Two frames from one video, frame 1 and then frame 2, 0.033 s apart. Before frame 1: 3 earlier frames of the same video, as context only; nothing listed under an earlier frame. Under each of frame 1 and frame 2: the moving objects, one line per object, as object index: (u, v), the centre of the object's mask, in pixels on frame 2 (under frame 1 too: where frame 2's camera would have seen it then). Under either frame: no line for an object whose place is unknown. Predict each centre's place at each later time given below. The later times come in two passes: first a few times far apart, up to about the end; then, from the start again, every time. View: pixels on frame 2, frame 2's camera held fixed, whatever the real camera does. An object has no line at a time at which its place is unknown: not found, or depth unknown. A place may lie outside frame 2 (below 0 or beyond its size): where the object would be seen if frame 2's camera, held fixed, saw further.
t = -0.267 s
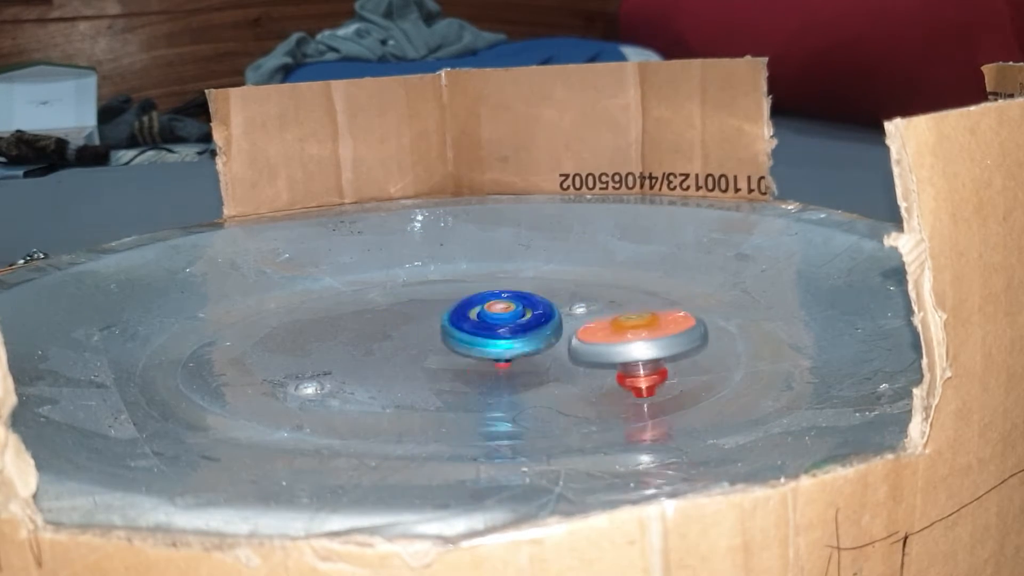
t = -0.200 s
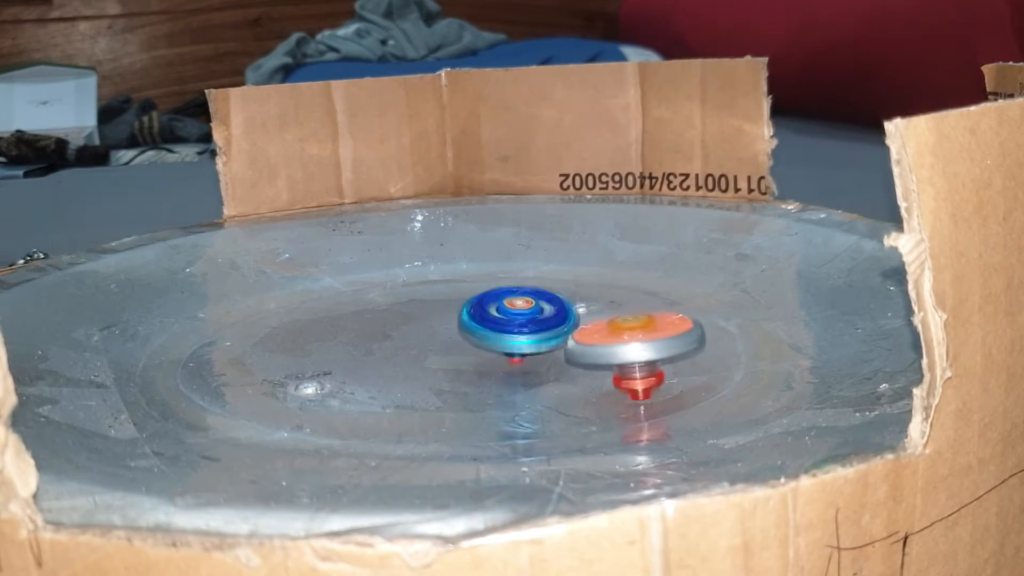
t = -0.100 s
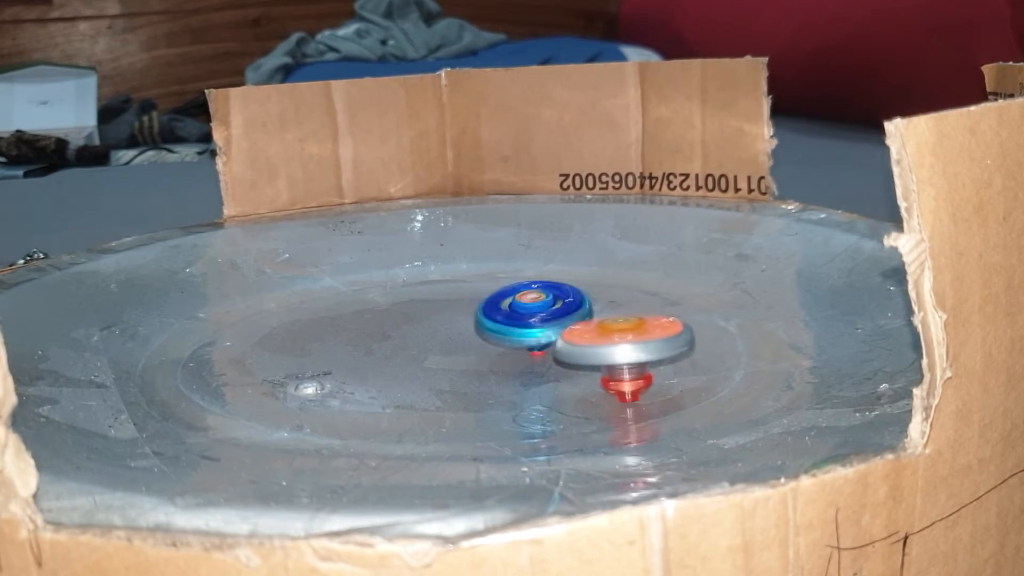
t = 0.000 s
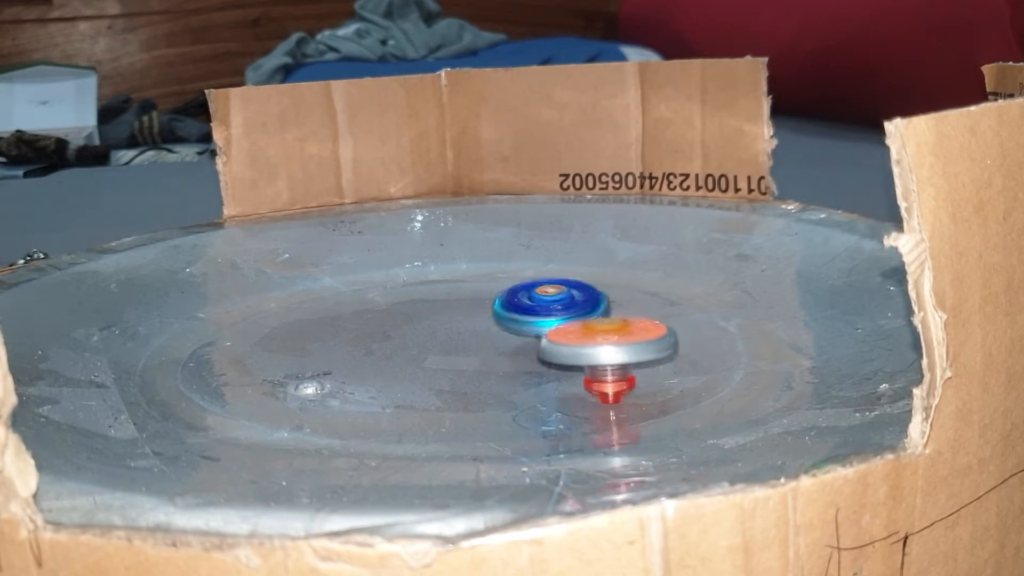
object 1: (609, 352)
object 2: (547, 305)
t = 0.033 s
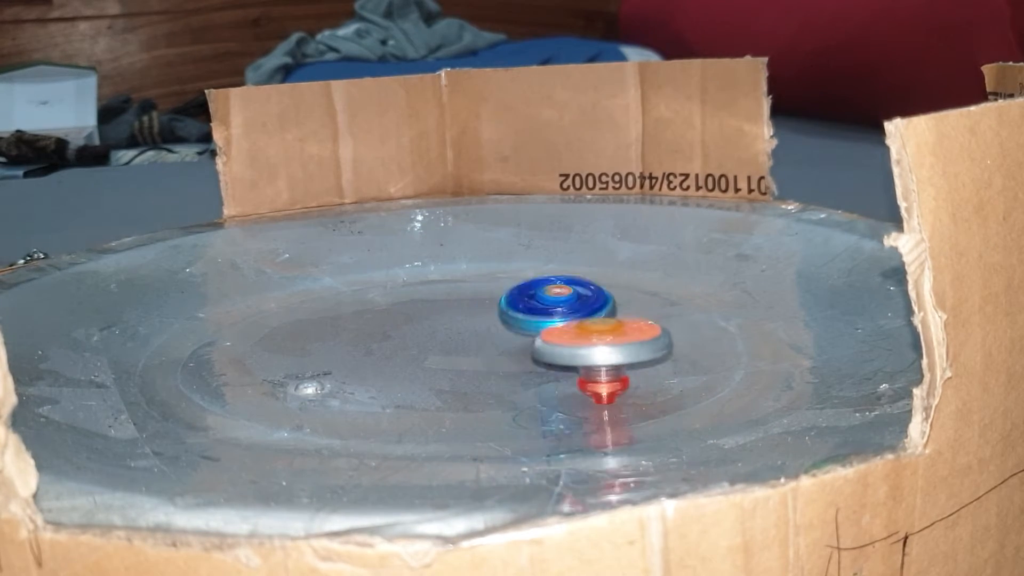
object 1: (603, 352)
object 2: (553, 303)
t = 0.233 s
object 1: (554, 350)
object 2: (595, 303)
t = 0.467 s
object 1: (502, 340)
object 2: (634, 313)
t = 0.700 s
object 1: (473, 326)
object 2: (684, 315)
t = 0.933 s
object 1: (465, 305)
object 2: (683, 318)
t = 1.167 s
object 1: (454, 281)
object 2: (656, 318)
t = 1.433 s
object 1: (489, 258)
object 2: (619, 308)
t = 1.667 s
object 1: (466, 254)
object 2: (613, 302)
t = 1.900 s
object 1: (481, 263)
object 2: (606, 308)
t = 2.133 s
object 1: (538, 262)
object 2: (586, 317)
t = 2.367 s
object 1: (590, 260)
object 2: (548, 321)
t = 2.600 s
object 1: (608, 274)
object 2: (519, 318)
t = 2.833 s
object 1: (640, 294)
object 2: (470, 318)
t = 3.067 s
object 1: (668, 307)
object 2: (456, 305)
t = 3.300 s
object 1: (689, 314)
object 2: (481, 291)
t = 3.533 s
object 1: (693, 321)
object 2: (485, 292)
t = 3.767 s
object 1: (669, 325)
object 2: (465, 295)
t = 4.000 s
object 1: (617, 325)
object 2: (457, 293)
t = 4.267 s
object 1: (540, 321)
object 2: (441, 292)
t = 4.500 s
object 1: (496, 318)
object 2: (413, 288)
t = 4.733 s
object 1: (480, 316)
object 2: (363, 295)
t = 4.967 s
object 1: (474, 308)
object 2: (398, 287)
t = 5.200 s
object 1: (524, 313)
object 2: (412, 289)
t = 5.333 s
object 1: (545, 319)
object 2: (411, 288)
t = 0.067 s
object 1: (596, 352)
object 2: (558, 303)
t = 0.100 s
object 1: (589, 352)
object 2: (565, 302)
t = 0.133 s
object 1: (581, 352)
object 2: (570, 300)
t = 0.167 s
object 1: (572, 351)
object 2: (578, 301)
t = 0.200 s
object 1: (563, 350)
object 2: (586, 300)
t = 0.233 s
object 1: (554, 350)
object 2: (595, 303)
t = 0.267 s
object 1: (546, 349)
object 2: (603, 305)
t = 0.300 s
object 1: (539, 347)
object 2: (609, 308)
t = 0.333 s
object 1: (533, 346)
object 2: (614, 310)
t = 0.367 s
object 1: (527, 345)
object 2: (617, 313)
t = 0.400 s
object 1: (519, 343)
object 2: (625, 313)
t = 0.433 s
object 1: (509, 342)
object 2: (628, 315)
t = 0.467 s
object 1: (502, 340)
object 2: (634, 313)
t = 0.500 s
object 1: (494, 339)
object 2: (644, 314)
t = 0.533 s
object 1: (489, 337)
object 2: (650, 314)
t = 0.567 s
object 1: (485, 335)
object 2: (661, 314)
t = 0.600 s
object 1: (482, 333)
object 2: (669, 314)
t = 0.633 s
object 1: (479, 331)
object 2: (672, 314)
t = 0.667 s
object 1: (476, 328)
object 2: (681, 314)
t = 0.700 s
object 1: (473, 326)
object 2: (684, 315)
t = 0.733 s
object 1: (470, 323)
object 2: (686, 315)
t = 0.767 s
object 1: (470, 321)
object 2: (691, 315)
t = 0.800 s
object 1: (469, 319)
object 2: (688, 316)
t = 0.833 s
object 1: (468, 316)
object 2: (687, 316)
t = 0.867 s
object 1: (468, 313)
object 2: (690, 315)
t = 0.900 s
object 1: (467, 309)
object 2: (685, 317)
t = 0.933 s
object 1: (465, 305)
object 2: (683, 318)
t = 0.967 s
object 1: (463, 302)
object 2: (683, 317)
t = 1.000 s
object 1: (461, 298)
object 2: (674, 319)
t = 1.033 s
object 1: (459, 294)
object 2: (670, 319)
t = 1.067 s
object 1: (457, 291)
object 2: (670, 318)
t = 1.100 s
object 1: (455, 287)
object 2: (661, 318)
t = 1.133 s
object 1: (454, 284)
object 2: (655, 318)
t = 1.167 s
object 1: (454, 281)
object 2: (656, 318)
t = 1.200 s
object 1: (455, 278)
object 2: (648, 317)
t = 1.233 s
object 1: (459, 274)
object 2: (641, 316)
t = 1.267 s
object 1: (464, 272)
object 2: (641, 315)
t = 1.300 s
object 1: (470, 269)
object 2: (636, 314)
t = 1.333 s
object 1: (476, 266)
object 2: (630, 313)
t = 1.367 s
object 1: (481, 263)
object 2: (626, 311)
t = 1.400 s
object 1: (486, 261)
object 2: (623, 309)
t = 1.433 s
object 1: (489, 258)
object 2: (619, 308)
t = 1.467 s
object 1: (491, 255)
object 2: (620, 306)
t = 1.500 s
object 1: (489, 253)
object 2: (616, 306)
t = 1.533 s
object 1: (486, 252)
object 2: (612, 304)
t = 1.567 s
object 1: (481, 252)
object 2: (616, 304)
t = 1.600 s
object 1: (475, 252)
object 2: (616, 304)
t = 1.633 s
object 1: (470, 253)
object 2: (609, 304)
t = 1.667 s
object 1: (466, 254)
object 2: (613, 302)
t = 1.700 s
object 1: (463, 255)
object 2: (618, 302)
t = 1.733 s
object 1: (462, 257)
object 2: (611, 305)
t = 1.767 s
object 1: (463, 258)
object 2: (607, 303)
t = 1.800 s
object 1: (466, 260)
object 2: (610, 304)
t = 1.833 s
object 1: (470, 261)
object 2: (614, 304)
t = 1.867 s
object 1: (474, 262)
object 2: (607, 306)
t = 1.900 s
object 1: (481, 263)
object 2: (606, 308)
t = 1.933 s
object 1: (489, 263)
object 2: (608, 307)
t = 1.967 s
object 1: (497, 263)
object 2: (603, 310)
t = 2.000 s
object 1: (505, 263)
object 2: (600, 311)
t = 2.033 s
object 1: (513, 264)
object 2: (600, 312)
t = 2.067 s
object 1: (522, 264)
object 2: (594, 313)
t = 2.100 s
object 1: (529, 263)
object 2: (588, 315)
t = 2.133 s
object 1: (538, 262)
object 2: (586, 317)
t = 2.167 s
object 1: (546, 260)
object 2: (583, 316)
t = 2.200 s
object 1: (553, 261)
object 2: (574, 318)
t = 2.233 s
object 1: (560, 262)
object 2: (569, 320)
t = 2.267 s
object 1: (568, 262)
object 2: (568, 320)
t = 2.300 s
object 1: (574, 261)
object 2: (562, 319)
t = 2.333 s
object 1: (582, 260)
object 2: (553, 320)
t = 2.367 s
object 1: (590, 260)
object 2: (548, 321)
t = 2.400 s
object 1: (598, 260)
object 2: (546, 319)
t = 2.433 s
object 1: (601, 261)
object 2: (538, 320)
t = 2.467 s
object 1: (602, 264)
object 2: (534, 320)
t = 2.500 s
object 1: (604, 266)
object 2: (532, 319)
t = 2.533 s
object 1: (606, 267)
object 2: (526, 319)
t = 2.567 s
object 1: (608, 270)
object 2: (520, 318)
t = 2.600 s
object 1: (608, 274)
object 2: (519, 318)
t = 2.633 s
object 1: (607, 277)
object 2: (519, 317)
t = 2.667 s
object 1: (605, 281)
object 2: (513, 316)
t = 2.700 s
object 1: (606, 285)
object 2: (503, 317)
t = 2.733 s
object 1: (607, 287)
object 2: (497, 317)
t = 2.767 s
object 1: (621, 288)
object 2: (489, 318)
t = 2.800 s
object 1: (632, 291)
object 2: (479, 319)
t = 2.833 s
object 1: (640, 294)
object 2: (470, 318)
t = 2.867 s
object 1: (644, 296)
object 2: (465, 317)
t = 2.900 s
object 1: (649, 298)
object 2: (462, 316)
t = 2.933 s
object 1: (654, 300)
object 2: (460, 315)
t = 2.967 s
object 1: (659, 302)
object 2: (457, 312)
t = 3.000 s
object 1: (661, 303)
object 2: (456, 310)
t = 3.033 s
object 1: (664, 305)
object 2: (455, 307)
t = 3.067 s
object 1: (668, 307)
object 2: (456, 305)
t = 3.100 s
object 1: (673, 309)
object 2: (459, 302)
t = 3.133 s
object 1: (677, 310)
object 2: (462, 300)
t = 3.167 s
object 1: (682, 311)
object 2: (465, 298)
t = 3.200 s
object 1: (687, 313)
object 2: (467, 296)
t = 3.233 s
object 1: (691, 313)
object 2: (473, 294)
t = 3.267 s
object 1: (691, 314)
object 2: (479, 292)
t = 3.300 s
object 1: (689, 314)
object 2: (481, 291)
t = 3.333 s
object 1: (690, 314)
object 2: (482, 289)
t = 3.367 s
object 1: (691, 315)
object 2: (485, 289)
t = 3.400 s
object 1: (693, 316)
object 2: (488, 289)
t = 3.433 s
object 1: (693, 318)
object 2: (485, 290)
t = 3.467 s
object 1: (694, 318)
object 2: (483, 291)
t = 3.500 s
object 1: (693, 320)
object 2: (483, 292)
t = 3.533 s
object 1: (693, 321)
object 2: (485, 292)
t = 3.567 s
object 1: (692, 321)
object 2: (483, 291)
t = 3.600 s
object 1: (690, 322)
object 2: (476, 293)
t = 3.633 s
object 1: (687, 323)
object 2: (467, 295)
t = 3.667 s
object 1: (683, 324)
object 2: (464, 294)
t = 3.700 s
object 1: (679, 324)
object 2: (466, 293)
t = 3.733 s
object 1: (674, 324)
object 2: (467, 295)
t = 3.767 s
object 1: (669, 325)
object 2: (465, 295)
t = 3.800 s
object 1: (664, 325)
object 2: (460, 293)
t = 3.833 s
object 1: (658, 325)
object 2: (455, 293)
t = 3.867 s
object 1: (652, 325)
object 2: (451, 291)
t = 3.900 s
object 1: (645, 325)
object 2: (451, 291)
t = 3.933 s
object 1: (635, 325)
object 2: (455, 290)
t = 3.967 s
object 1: (626, 325)
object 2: (459, 290)
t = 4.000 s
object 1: (617, 325)
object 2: (457, 293)
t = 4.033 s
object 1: (608, 325)
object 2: (450, 295)
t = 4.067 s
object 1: (599, 325)
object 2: (445, 295)
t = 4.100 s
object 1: (590, 324)
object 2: (445, 293)
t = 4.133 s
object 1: (580, 324)
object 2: (446, 292)
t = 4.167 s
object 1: (570, 323)
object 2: (449, 292)
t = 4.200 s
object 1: (561, 322)
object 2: (449, 292)
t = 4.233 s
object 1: (550, 321)
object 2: (446, 293)
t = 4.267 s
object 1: (540, 321)
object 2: (441, 292)
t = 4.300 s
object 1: (530, 319)
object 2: (434, 294)
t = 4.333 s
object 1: (520, 318)
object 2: (429, 297)
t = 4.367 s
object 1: (512, 317)
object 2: (427, 294)
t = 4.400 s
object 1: (503, 316)
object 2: (424, 291)
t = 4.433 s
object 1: (496, 315)
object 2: (422, 290)
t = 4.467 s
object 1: (498, 317)
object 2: (418, 289)
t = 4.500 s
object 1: (496, 318)
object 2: (413, 288)
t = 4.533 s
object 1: (492, 318)
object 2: (405, 286)
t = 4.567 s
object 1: (489, 318)
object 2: (395, 286)
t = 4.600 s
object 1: (486, 317)
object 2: (384, 286)
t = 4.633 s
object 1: (484, 317)
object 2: (375, 287)
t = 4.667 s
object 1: (482, 317)
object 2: (367, 291)
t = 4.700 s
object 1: (481, 316)
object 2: (365, 293)
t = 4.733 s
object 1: (480, 316)
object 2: (363, 295)
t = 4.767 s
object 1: (479, 315)
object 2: (367, 297)
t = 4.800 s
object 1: (478, 314)
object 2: (373, 301)
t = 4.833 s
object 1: (477, 313)
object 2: (380, 301)
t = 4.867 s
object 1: (478, 312)
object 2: (389, 301)
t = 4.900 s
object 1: (477, 311)
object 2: (398, 297)
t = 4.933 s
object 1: (475, 309)
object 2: (400, 291)
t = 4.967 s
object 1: (474, 308)
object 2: (398, 287)
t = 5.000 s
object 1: (484, 308)
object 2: (399, 286)
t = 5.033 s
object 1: (492, 310)
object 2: (404, 287)
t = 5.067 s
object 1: (497, 311)
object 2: (407, 288)
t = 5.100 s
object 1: (503, 312)
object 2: (409, 288)
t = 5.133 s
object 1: (509, 313)
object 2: (410, 288)
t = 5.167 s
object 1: (514, 313)
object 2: (411, 289)
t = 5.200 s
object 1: (524, 313)
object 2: (412, 289)
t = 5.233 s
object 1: (534, 313)
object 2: (411, 289)
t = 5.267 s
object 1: (538, 315)
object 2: (411, 289)
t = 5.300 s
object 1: (541, 317)
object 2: (411, 289)
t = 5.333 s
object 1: (545, 319)
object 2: (411, 288)
